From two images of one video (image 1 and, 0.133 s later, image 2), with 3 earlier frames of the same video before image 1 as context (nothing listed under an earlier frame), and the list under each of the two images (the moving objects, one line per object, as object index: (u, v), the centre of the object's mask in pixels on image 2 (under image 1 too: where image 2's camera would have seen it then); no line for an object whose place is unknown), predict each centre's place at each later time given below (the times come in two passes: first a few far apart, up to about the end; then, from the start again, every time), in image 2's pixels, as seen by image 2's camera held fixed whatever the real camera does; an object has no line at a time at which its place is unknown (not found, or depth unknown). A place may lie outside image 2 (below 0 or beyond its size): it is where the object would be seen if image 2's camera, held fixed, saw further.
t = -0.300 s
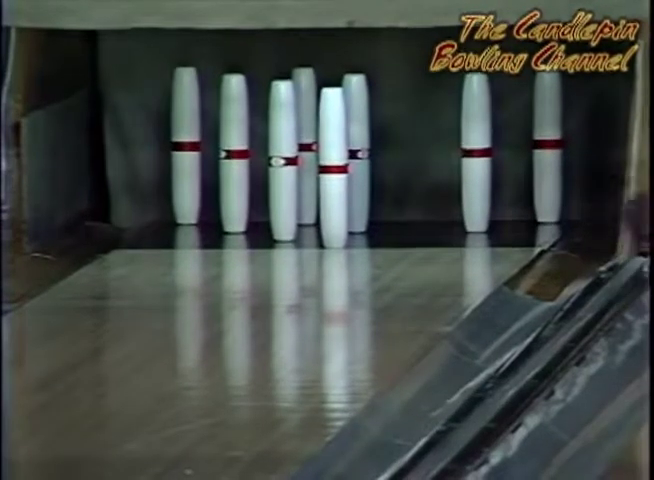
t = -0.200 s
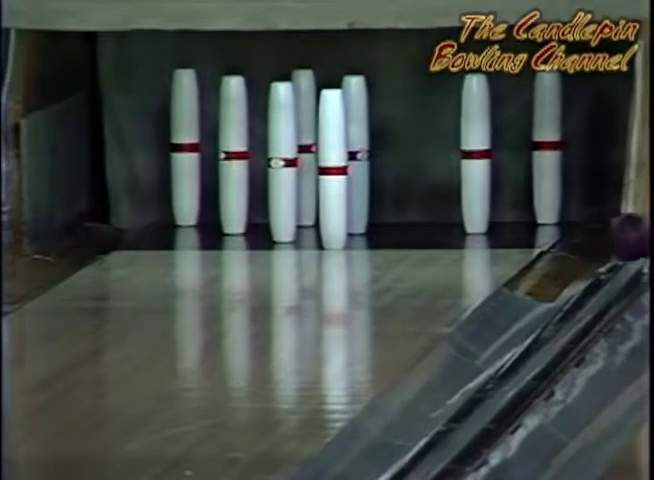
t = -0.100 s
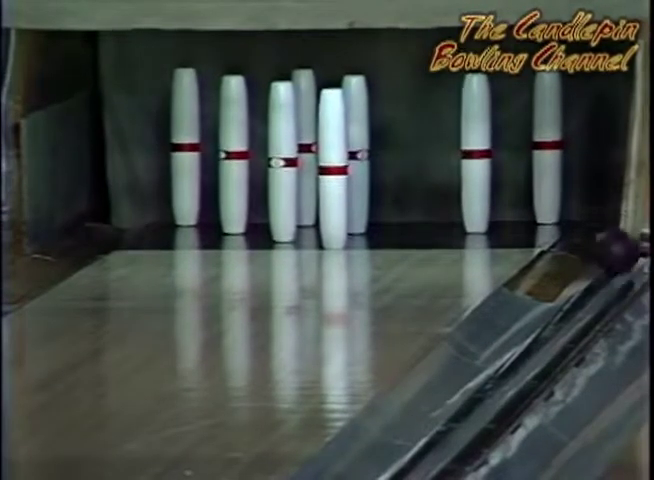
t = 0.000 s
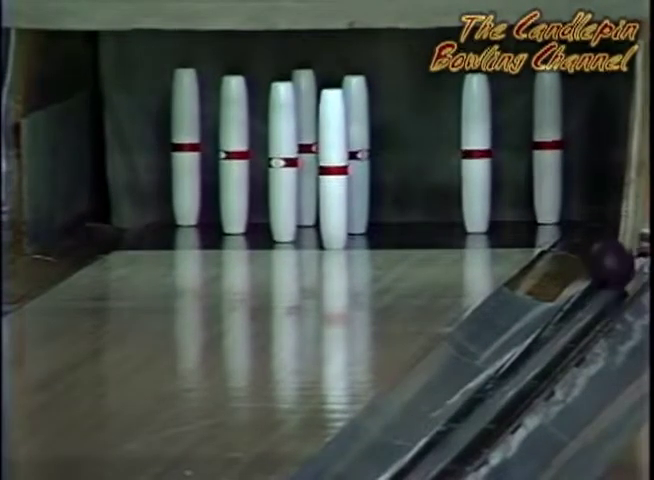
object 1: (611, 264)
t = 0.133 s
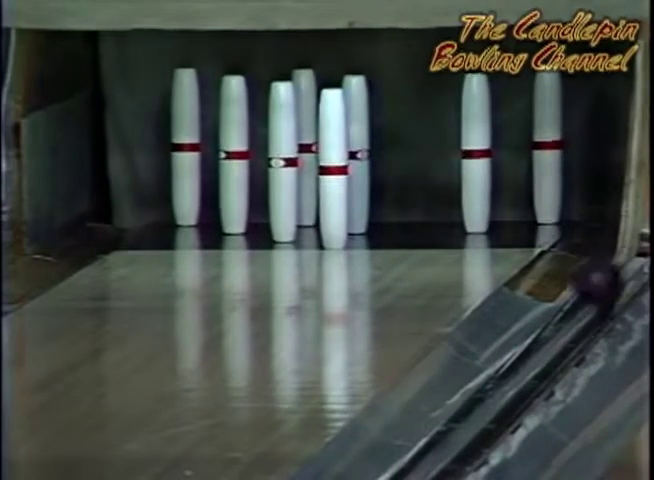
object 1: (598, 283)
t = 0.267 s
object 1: (573, 297)
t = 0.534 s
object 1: (539, 332)
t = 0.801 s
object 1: (500, 372)
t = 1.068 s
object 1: (462, 409)
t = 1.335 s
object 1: (420, 449)
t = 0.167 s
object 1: (593, 287)
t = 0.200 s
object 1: (588, 292)
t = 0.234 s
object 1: (581, 297)
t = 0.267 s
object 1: (573, 297)
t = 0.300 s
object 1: (565, 305)
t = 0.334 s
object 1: (561, 310)
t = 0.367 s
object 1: (557, 313)
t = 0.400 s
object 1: (554, 317)
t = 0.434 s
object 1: (551, 321)
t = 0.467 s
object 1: (548, 324)
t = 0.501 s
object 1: (544, 328)
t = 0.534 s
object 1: (539, 332)
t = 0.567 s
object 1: (535, 339)
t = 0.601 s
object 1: (531, 343)
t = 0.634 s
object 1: (525, 348)
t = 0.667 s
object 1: (520, 353)
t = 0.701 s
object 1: (515, 357)
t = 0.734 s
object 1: (510, 361)
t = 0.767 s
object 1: (506, 365)
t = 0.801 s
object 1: (500, 372)
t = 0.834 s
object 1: (497, 376)
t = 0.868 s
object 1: (491, 381)
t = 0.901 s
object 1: (486, 385)
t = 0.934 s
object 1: (481, 389)
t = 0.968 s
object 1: (476, 393)
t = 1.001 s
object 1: (472, 398)
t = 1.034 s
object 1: (466, 405)
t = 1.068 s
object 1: (462, 409)
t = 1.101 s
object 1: (456, 413)
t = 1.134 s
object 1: (451, 418)
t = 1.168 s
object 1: (446, 424)
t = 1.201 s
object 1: (440, 429)
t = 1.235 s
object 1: (435, 434)
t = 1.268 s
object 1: (430, 438)
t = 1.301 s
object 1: (424, 444)
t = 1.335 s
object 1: (420, 449)
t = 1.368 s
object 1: (412, 453)
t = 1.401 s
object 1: (406, 457)
